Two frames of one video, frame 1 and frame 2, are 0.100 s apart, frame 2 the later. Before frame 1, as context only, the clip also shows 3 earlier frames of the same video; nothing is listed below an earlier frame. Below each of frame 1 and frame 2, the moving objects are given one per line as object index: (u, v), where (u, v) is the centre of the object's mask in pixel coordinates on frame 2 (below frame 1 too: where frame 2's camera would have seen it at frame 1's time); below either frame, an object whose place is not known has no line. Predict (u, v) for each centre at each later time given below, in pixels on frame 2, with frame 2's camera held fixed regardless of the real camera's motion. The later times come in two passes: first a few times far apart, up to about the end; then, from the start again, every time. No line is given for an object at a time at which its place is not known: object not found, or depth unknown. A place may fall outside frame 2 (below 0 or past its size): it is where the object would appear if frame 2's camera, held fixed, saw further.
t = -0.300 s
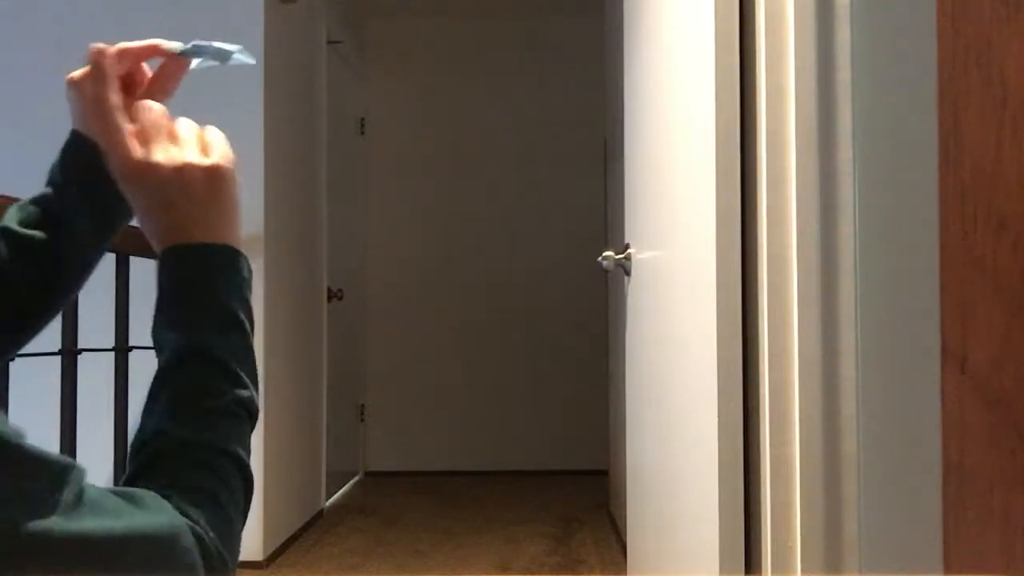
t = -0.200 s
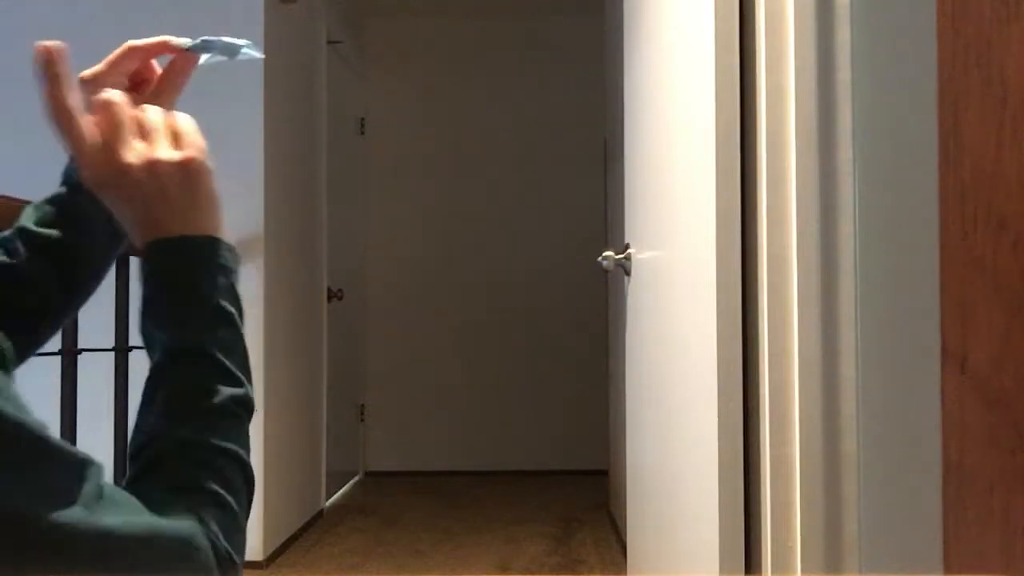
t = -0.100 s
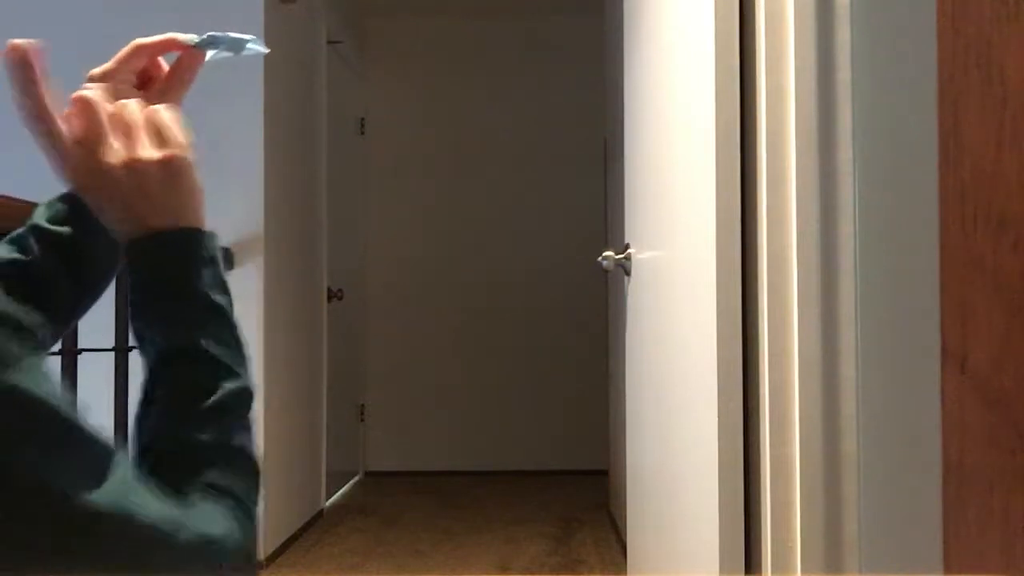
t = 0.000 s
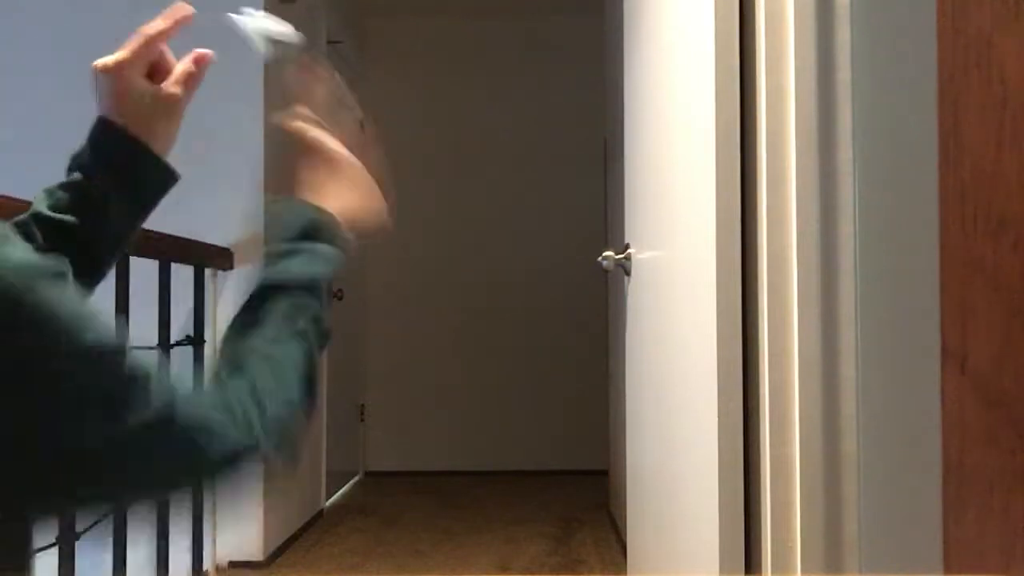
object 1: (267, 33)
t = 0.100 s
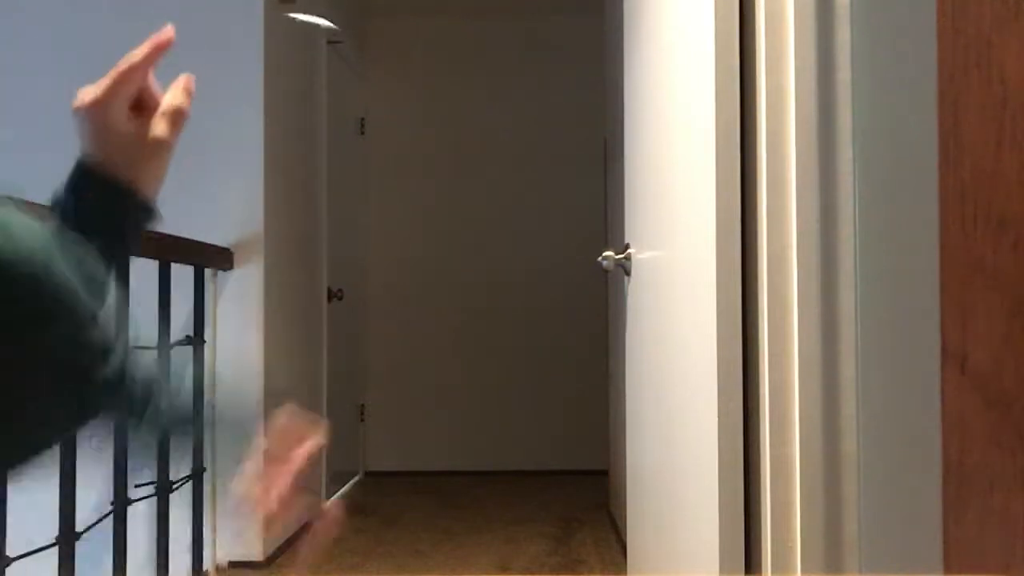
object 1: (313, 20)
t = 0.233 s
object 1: (343, 57)
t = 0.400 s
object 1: (366, 103)
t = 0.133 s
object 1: (324, 28)
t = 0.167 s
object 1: (331, 37)
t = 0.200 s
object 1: (338, 47)
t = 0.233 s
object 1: (343, 57)
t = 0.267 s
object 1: (349, 67)
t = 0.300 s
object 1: (353, 77)
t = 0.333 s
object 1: (357, 87)
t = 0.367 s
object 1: (362, 96)
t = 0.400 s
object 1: (366, 103)
